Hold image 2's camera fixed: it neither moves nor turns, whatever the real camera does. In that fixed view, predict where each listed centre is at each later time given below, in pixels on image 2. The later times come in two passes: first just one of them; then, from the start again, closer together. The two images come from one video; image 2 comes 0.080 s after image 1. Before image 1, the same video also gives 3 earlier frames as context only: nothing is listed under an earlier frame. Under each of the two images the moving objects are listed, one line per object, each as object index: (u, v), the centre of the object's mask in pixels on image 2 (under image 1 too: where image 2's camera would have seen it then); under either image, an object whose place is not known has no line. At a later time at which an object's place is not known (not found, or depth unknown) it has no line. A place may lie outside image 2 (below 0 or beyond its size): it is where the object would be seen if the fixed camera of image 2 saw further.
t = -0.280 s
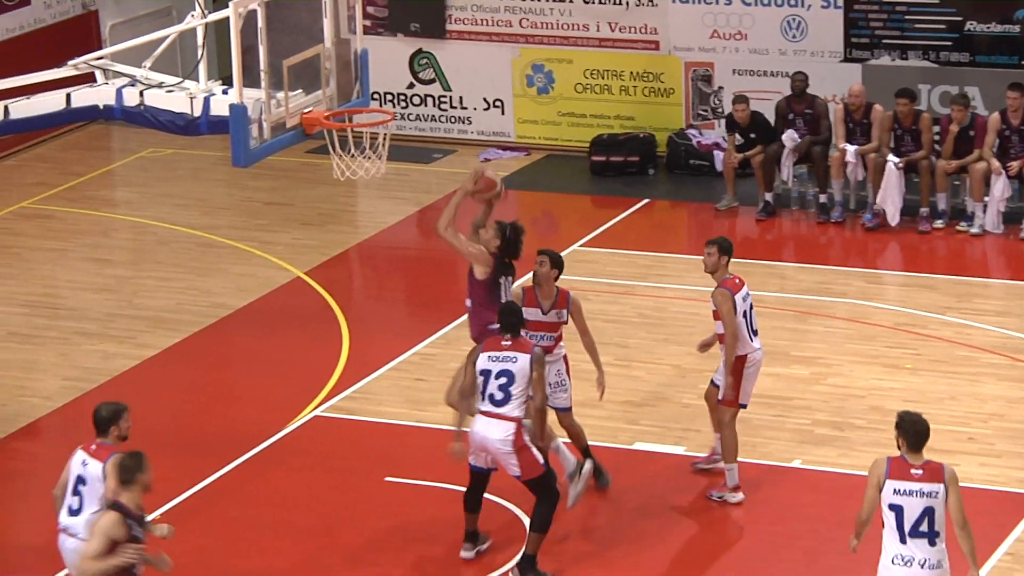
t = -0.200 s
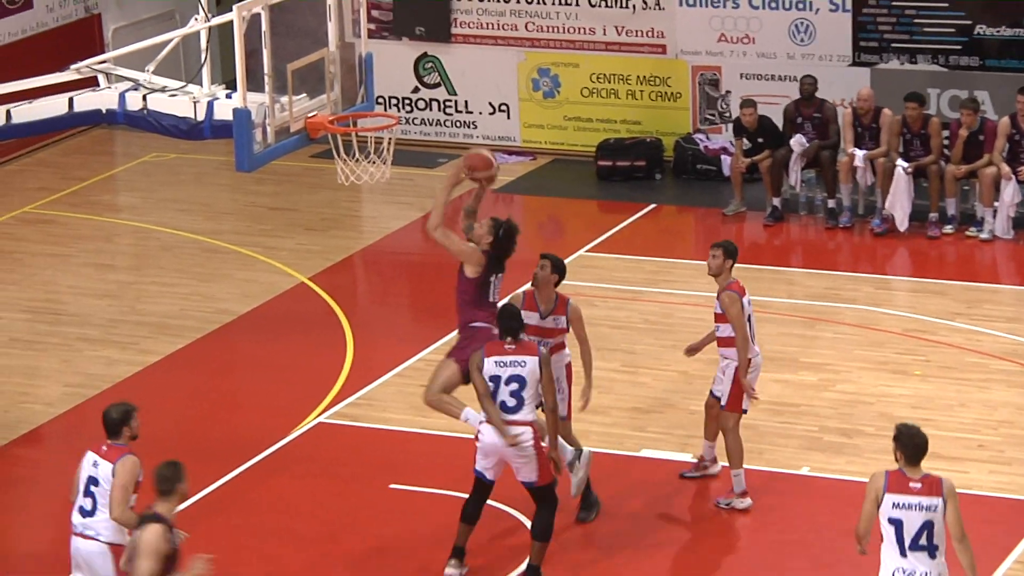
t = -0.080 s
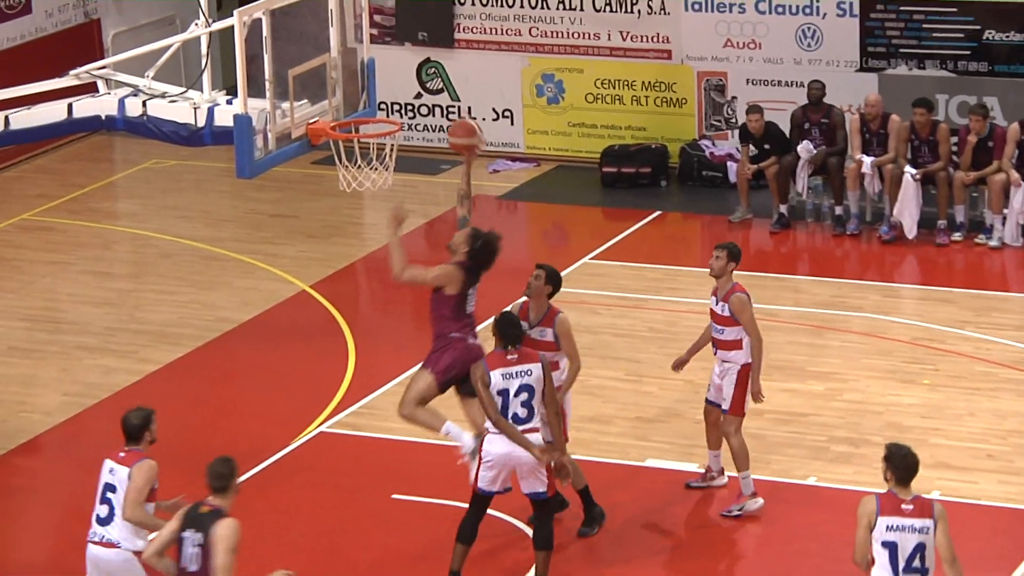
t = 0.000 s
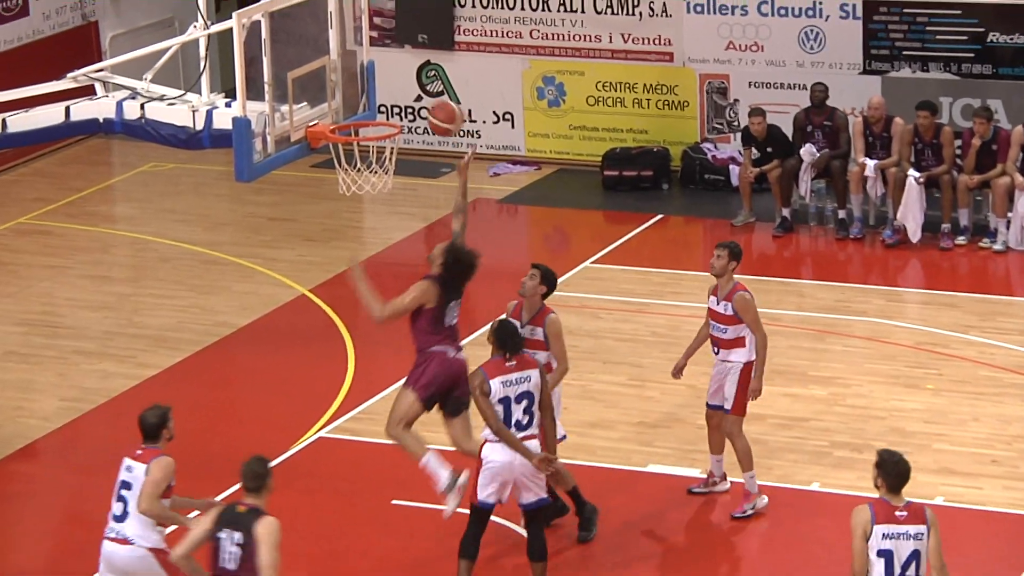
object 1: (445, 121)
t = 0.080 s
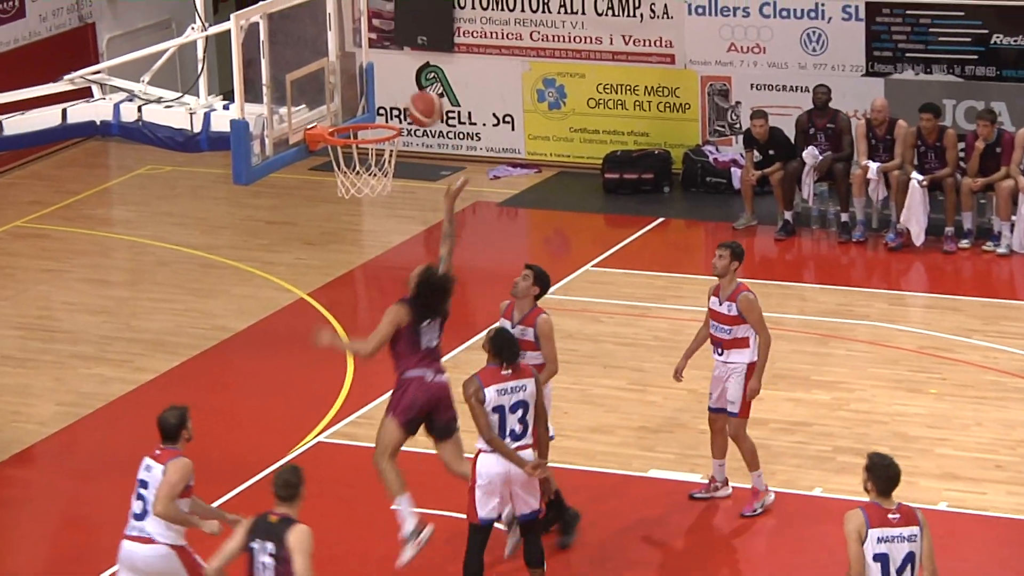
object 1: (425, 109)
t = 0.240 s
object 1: (387, 114)
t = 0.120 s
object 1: (415, 107)
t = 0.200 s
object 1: (395, 109)
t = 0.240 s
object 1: (387, 114)
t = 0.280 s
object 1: (377, 120)
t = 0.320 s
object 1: (367, 127)
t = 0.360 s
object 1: (358, 140)
